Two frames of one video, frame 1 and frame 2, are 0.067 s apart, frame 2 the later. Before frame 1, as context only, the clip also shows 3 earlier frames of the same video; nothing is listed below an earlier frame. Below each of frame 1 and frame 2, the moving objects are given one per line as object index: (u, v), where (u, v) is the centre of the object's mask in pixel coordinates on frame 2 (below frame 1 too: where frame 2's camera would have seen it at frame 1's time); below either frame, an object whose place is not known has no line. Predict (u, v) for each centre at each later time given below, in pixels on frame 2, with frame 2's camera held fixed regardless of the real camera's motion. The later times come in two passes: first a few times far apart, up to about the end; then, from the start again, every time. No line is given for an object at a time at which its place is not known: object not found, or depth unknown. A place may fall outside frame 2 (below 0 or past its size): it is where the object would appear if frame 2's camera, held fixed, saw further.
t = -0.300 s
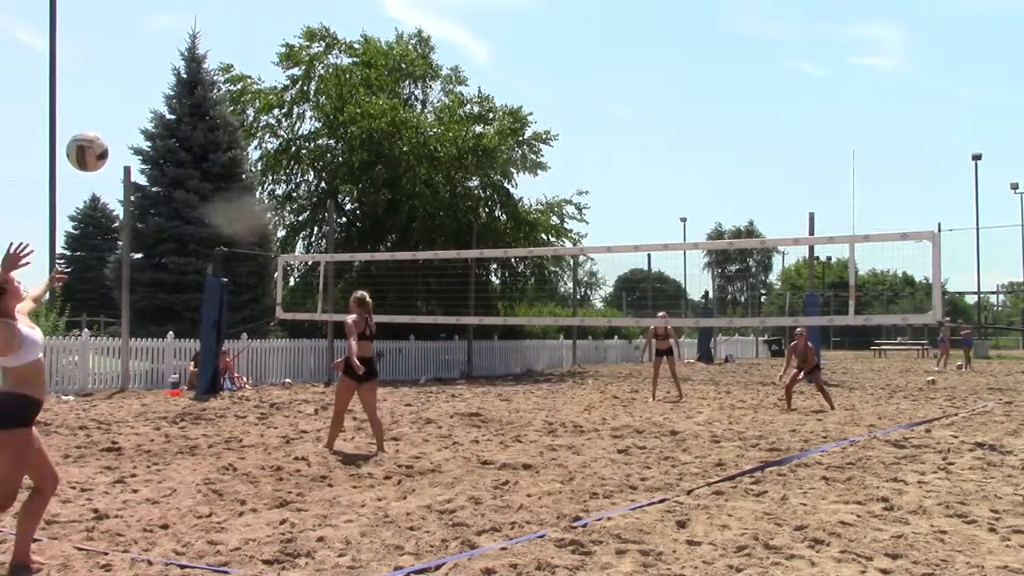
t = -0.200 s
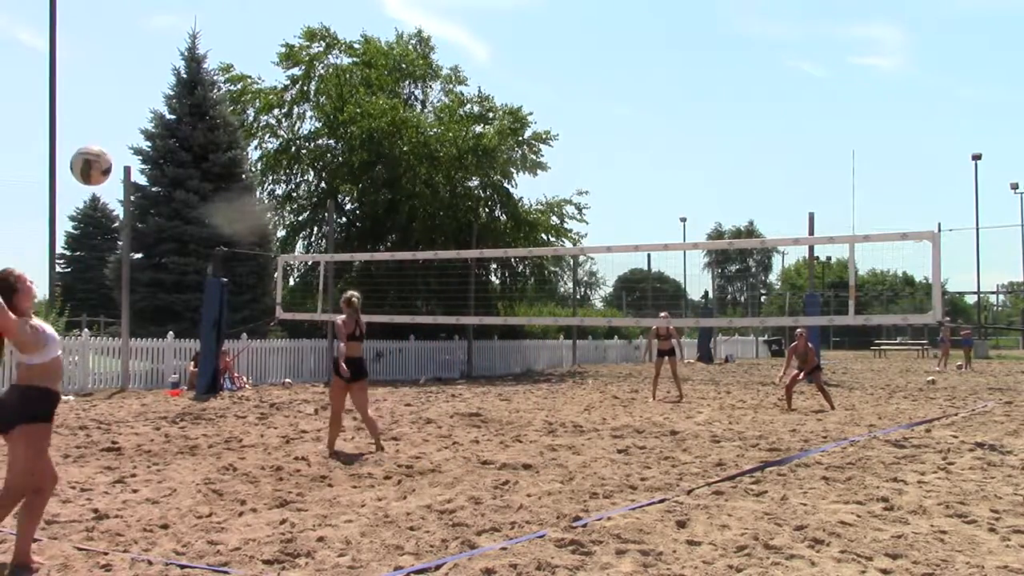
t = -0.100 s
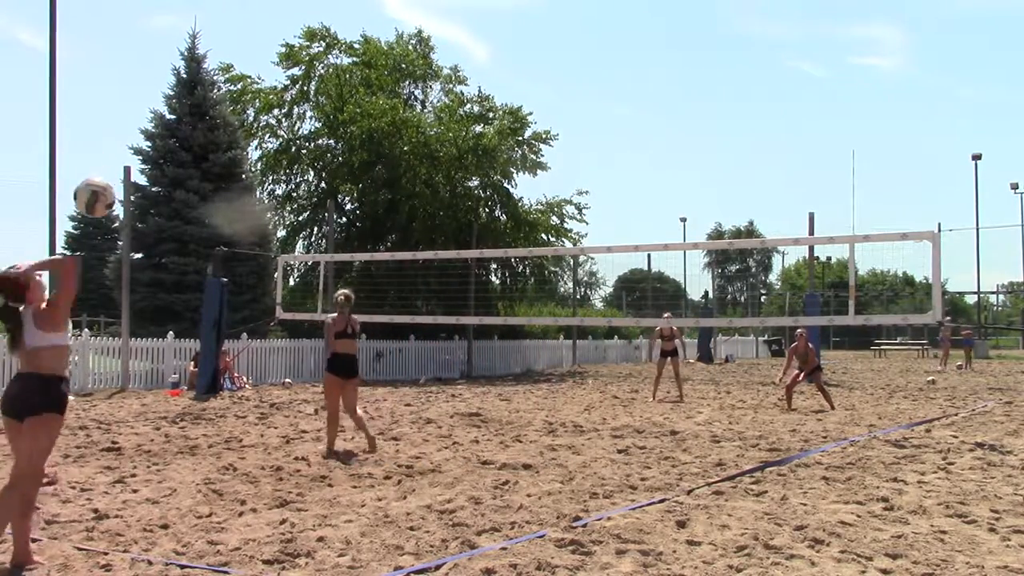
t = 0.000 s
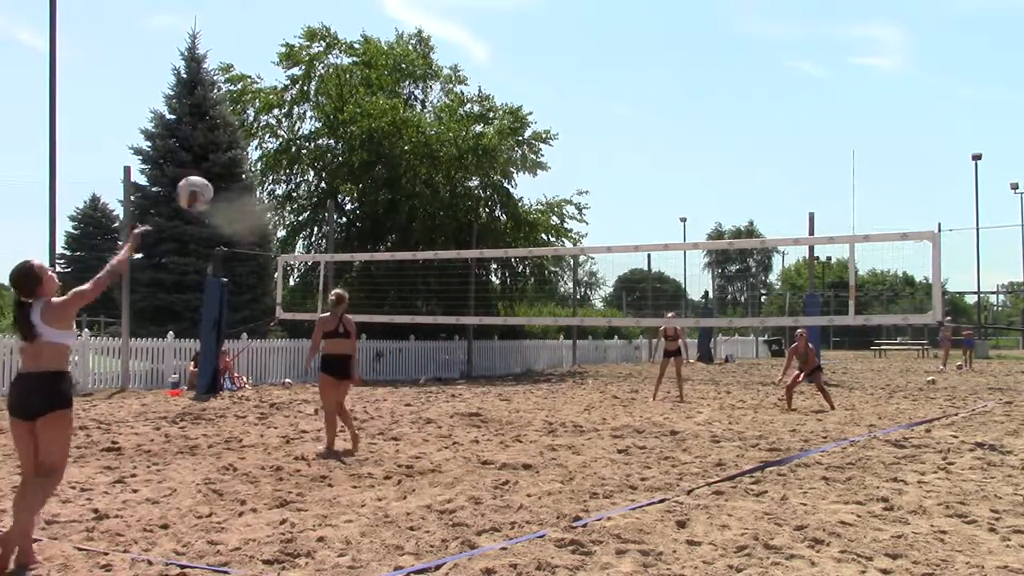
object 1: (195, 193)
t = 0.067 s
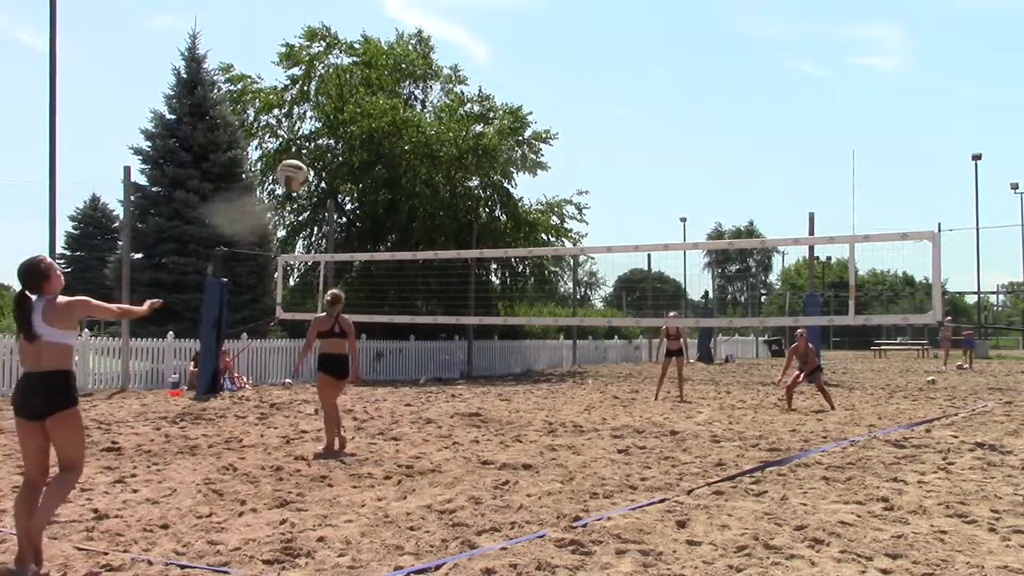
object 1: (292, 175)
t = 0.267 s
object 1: (484, 165)
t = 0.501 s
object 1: (613, 198)
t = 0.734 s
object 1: (696, 255)
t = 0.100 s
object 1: (332, 169)
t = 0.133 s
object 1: (368, 165)
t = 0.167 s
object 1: (402, 164)
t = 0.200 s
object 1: (431, 163)
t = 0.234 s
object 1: (460, 163)
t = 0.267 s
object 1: (484, 165)
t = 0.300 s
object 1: (508, 166)
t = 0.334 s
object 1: (529, 170)
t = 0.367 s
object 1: (549, 175)
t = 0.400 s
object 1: (567, 180)
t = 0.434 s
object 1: (584, 186)
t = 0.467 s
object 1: (599, 192)
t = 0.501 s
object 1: (613, 198)
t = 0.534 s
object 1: (627, 205)
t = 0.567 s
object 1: (640, 212)
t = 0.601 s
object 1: (653, 220)
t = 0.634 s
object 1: (665, 228)
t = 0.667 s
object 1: (675, 236)
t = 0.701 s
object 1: (685, 241)
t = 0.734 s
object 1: (696, 255)
